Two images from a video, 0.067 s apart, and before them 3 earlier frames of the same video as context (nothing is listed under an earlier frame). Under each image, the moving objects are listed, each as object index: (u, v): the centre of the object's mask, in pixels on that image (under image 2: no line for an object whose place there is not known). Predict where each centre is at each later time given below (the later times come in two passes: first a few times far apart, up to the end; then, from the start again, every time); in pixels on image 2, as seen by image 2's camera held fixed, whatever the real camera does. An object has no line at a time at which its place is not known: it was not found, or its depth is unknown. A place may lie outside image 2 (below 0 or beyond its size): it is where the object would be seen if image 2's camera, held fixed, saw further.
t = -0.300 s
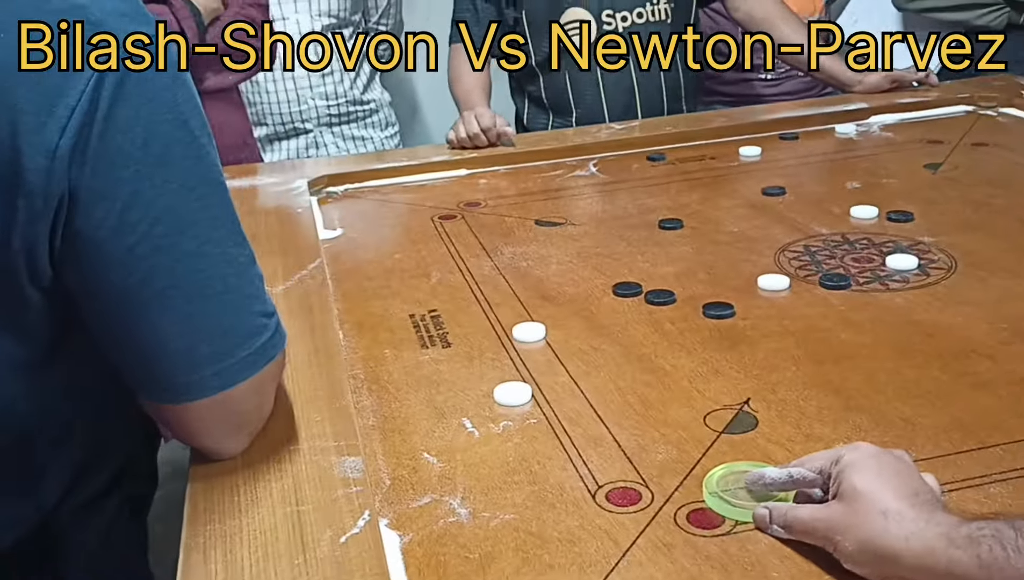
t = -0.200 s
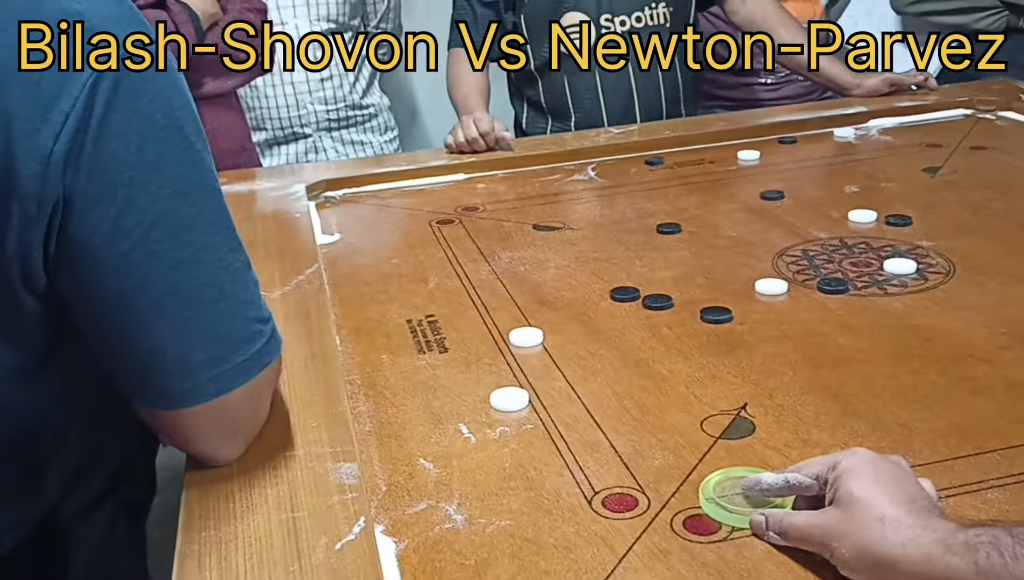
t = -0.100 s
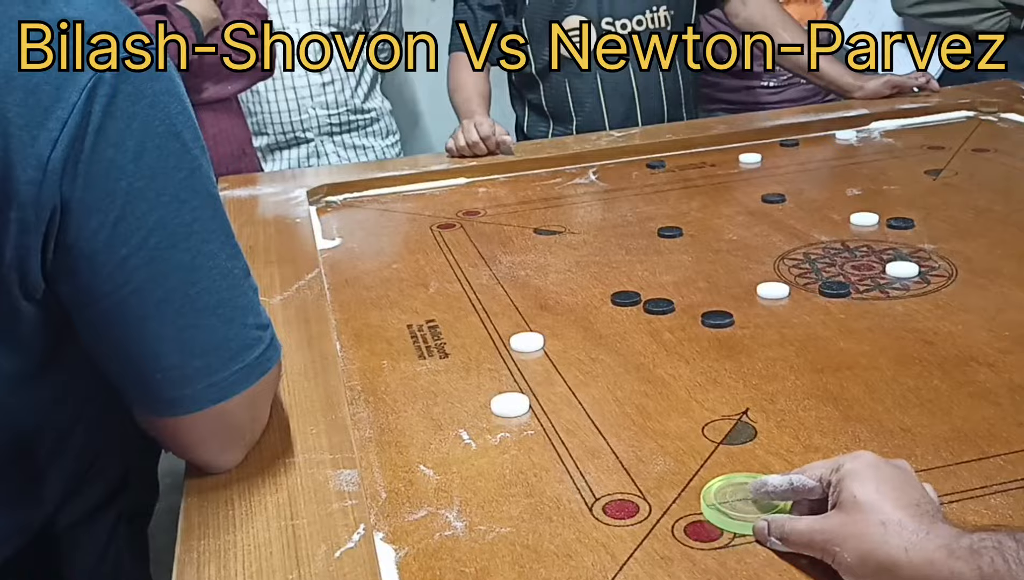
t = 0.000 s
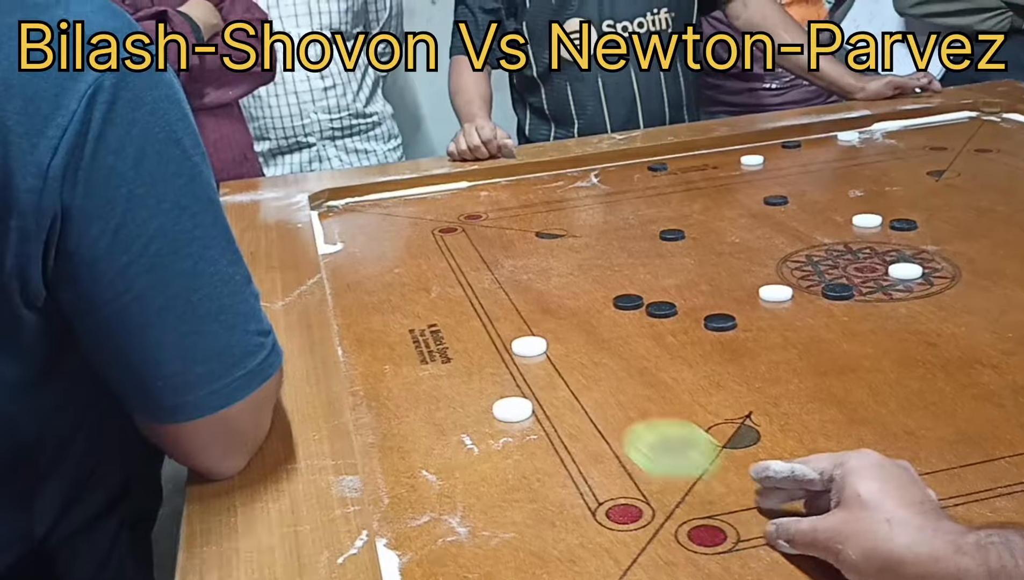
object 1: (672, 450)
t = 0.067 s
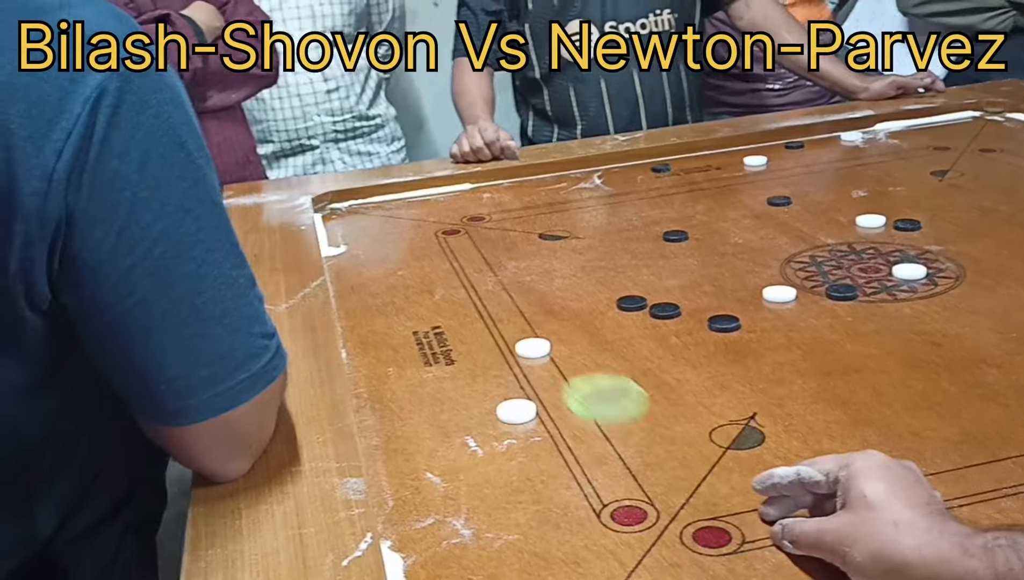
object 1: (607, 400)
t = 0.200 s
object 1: (524, 337)
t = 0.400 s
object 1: (459, 287)
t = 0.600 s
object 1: (418, 257)
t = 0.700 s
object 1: (404, 246)
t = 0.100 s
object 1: (577, 378)
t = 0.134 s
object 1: (555, 362)
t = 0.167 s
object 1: (538, 348)
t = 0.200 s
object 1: (524, 337)
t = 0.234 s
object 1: (511, 327)
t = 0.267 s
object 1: (498, 317)
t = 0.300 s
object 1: (487, 309)
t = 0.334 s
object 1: (477, 301)
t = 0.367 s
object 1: (467, 294)
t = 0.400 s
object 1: (459, 287)
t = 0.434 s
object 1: (450, 281)
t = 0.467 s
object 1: (443, 275)
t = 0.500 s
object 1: (436, 271)
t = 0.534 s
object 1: (429, 266)
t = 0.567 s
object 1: (423, 261)
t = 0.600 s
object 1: (418, 257)
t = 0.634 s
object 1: (413, 252)
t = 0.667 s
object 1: (408, 249)
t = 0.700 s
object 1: (404, 246)
